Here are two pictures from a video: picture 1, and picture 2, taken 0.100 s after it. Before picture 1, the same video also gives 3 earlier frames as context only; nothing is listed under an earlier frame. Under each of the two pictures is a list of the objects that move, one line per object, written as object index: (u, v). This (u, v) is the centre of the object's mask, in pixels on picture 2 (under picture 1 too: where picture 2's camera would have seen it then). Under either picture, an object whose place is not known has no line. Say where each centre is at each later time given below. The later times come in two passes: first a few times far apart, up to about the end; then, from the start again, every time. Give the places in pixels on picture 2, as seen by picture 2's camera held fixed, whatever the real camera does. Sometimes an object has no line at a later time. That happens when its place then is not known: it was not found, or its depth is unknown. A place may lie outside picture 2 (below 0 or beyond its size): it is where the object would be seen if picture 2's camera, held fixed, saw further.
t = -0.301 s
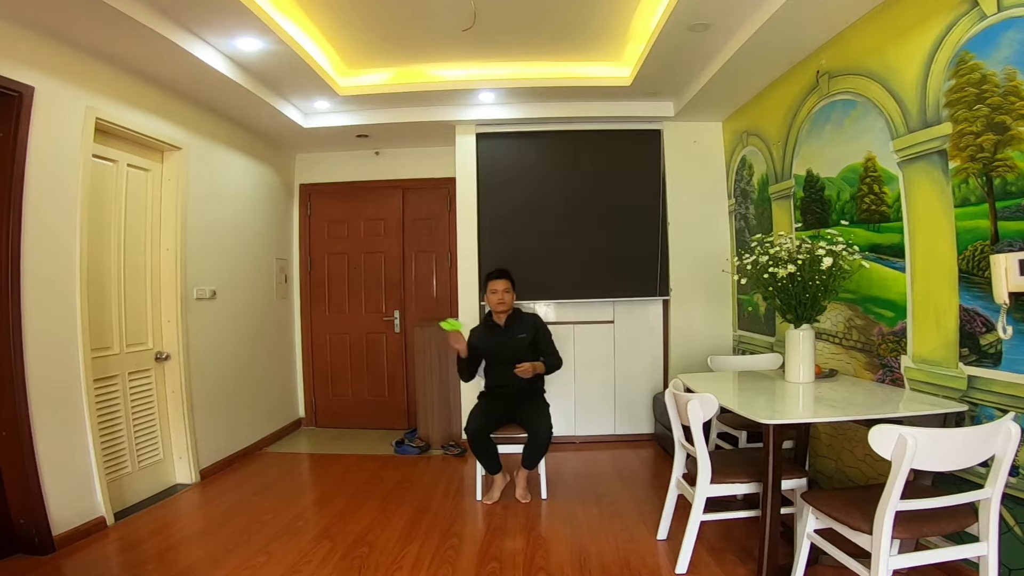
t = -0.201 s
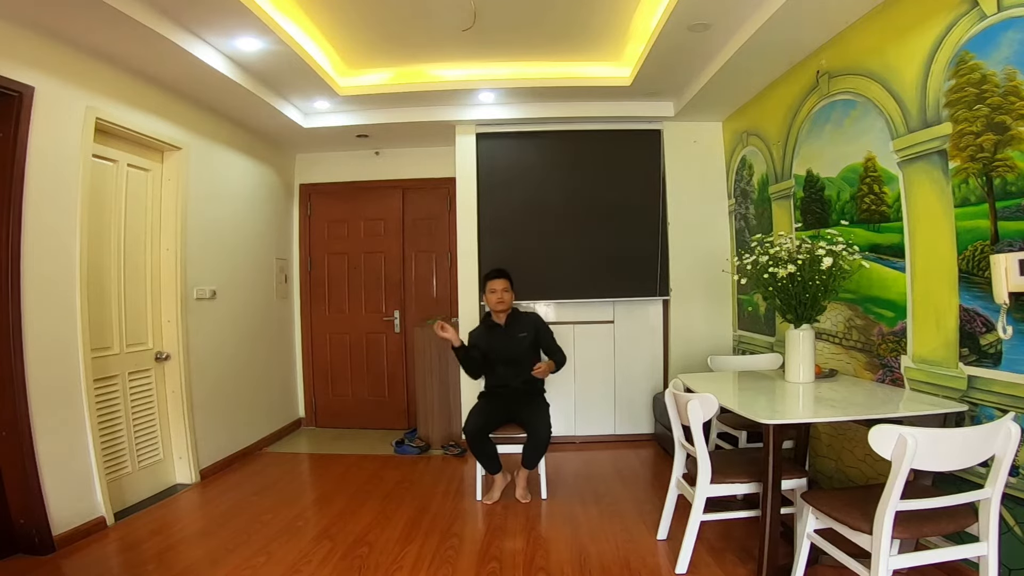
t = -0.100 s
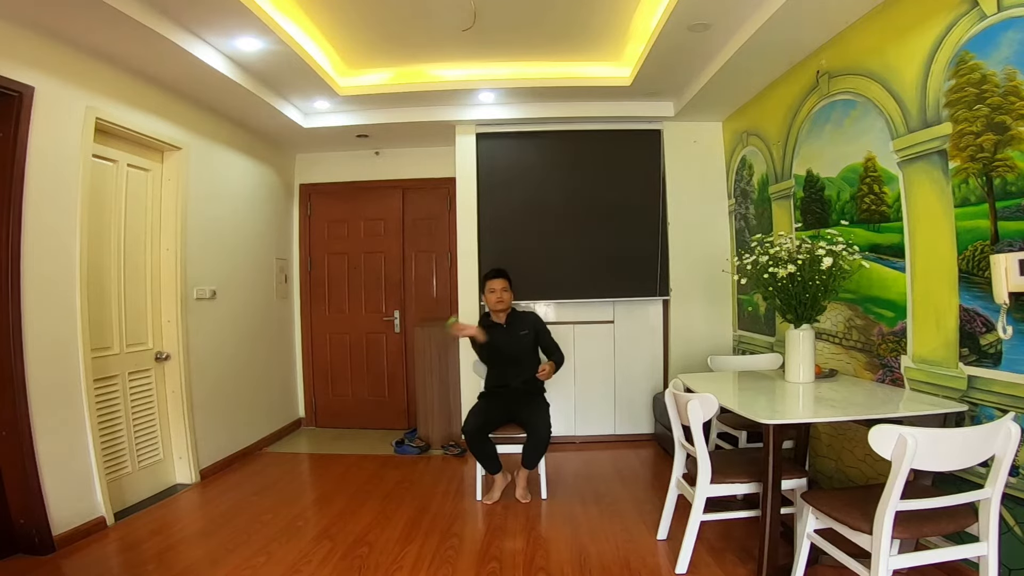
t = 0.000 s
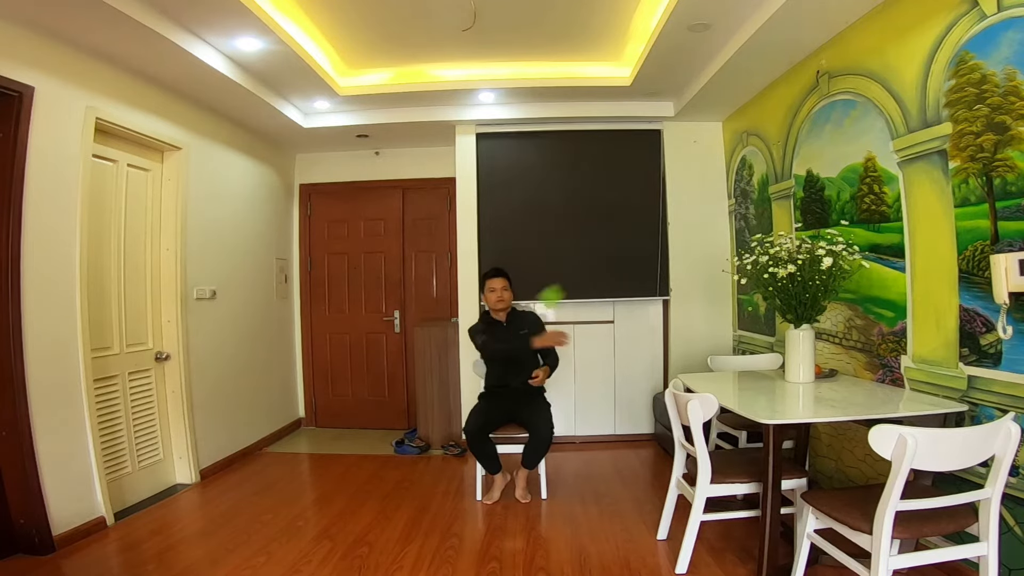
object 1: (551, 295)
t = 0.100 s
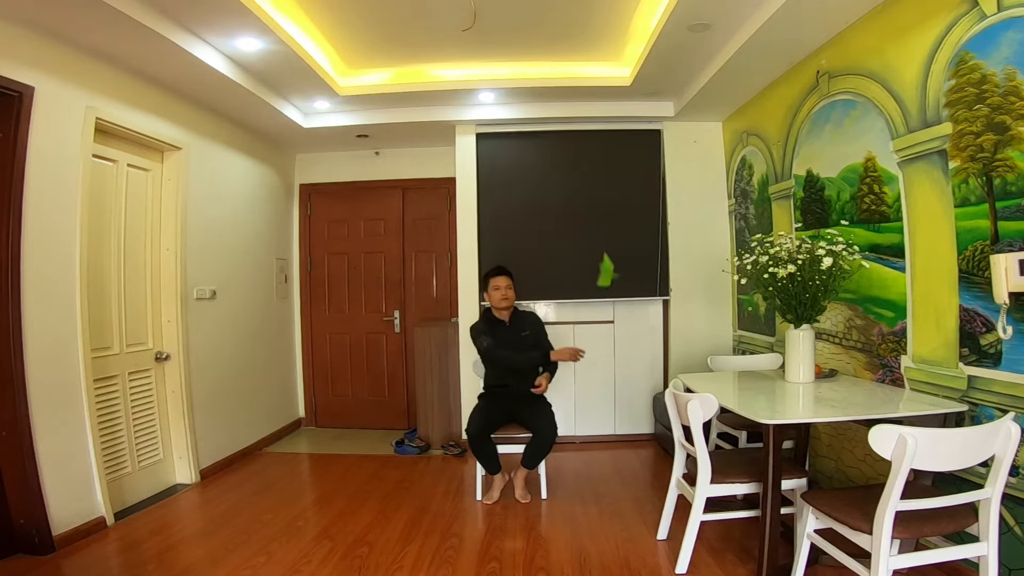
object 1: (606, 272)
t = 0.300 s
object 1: (463, 245)
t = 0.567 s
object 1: (369, 312)
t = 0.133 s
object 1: (598, 263)
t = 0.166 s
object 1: (580, 254)
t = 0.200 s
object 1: (553, 248)
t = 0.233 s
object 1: (524, 244)
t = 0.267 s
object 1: (496, 243)
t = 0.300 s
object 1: (463, 245)
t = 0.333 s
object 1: (436, 249)
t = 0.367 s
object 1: (414, 256)
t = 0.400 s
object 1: (395, 264)
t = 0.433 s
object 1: (382, 273)
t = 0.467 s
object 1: (374, 282)
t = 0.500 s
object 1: (370, 294)
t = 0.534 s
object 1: (368, 303)
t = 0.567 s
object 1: (369, 312)
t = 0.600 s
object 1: (372, 320)
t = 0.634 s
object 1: (377, 328)
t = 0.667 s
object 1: (383, 335)
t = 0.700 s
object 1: (391, 342)
